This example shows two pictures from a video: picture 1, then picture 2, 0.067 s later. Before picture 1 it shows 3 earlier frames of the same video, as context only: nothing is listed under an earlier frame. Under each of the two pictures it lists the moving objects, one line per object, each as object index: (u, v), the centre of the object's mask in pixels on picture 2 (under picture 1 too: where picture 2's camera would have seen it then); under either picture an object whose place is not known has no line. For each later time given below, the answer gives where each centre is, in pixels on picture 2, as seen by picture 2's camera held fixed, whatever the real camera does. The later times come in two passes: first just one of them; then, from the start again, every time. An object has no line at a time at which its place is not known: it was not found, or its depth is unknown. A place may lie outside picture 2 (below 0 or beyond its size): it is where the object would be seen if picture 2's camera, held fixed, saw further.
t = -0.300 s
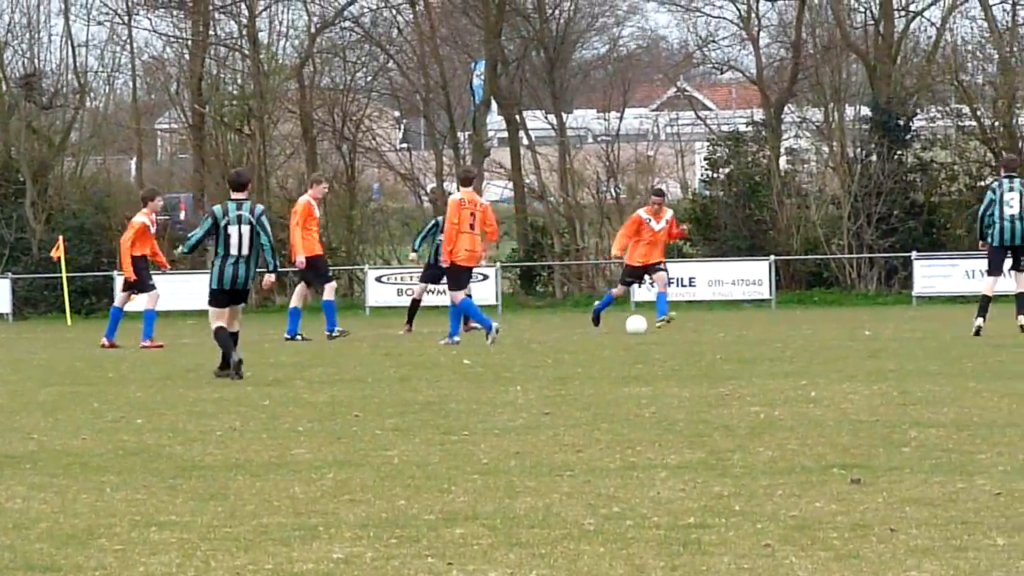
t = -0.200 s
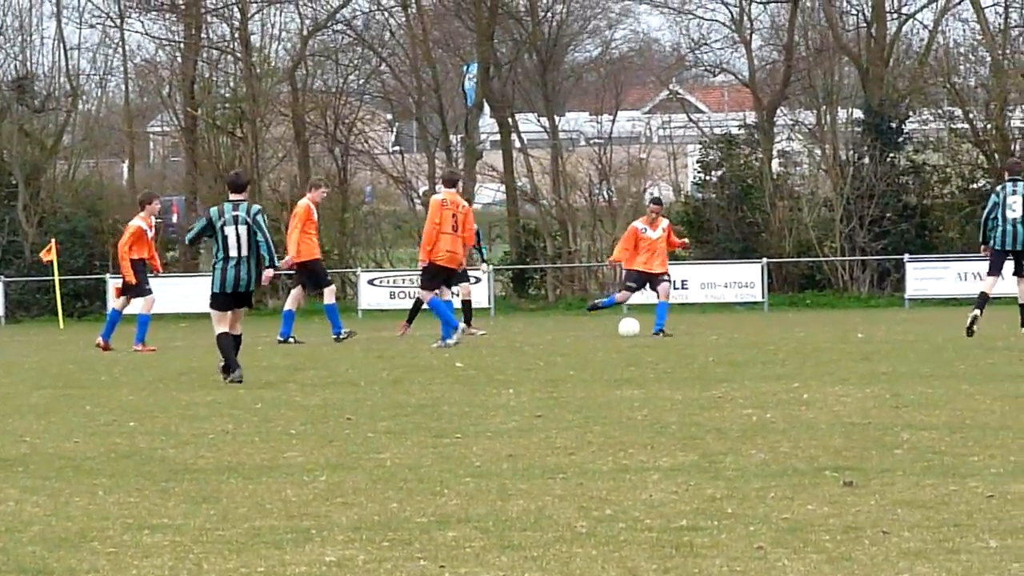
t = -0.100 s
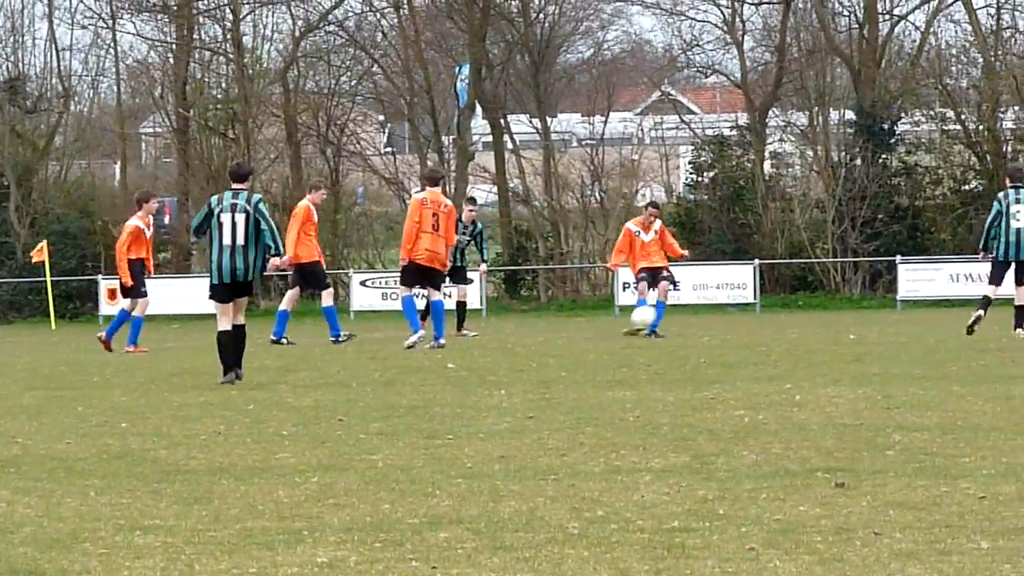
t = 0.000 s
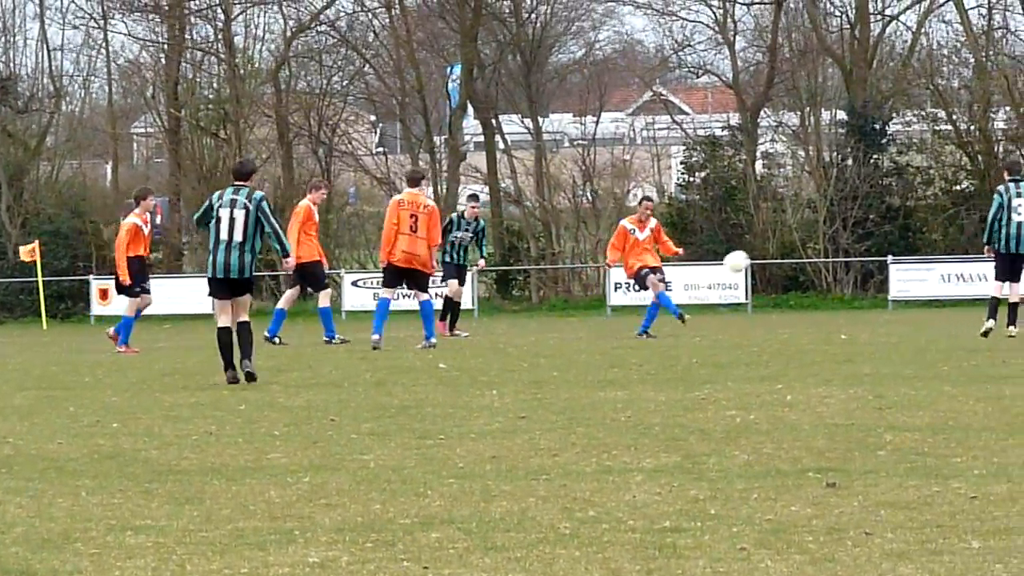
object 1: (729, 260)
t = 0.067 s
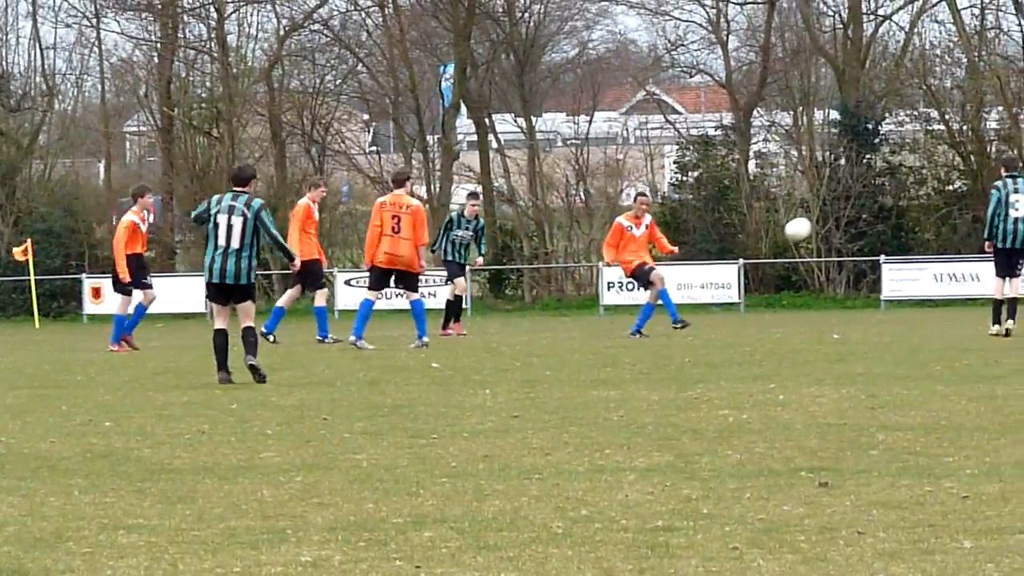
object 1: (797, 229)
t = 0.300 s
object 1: (1061, 126)
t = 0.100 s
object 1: (833, 213)
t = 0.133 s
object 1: (869, 198)
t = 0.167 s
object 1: (905, 183)
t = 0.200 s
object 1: (943, 168)
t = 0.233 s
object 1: (981, 154)
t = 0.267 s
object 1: (1020, 140)
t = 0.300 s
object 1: (1061, 126)
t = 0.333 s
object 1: (1101, 114)
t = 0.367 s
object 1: (1144, 101)
